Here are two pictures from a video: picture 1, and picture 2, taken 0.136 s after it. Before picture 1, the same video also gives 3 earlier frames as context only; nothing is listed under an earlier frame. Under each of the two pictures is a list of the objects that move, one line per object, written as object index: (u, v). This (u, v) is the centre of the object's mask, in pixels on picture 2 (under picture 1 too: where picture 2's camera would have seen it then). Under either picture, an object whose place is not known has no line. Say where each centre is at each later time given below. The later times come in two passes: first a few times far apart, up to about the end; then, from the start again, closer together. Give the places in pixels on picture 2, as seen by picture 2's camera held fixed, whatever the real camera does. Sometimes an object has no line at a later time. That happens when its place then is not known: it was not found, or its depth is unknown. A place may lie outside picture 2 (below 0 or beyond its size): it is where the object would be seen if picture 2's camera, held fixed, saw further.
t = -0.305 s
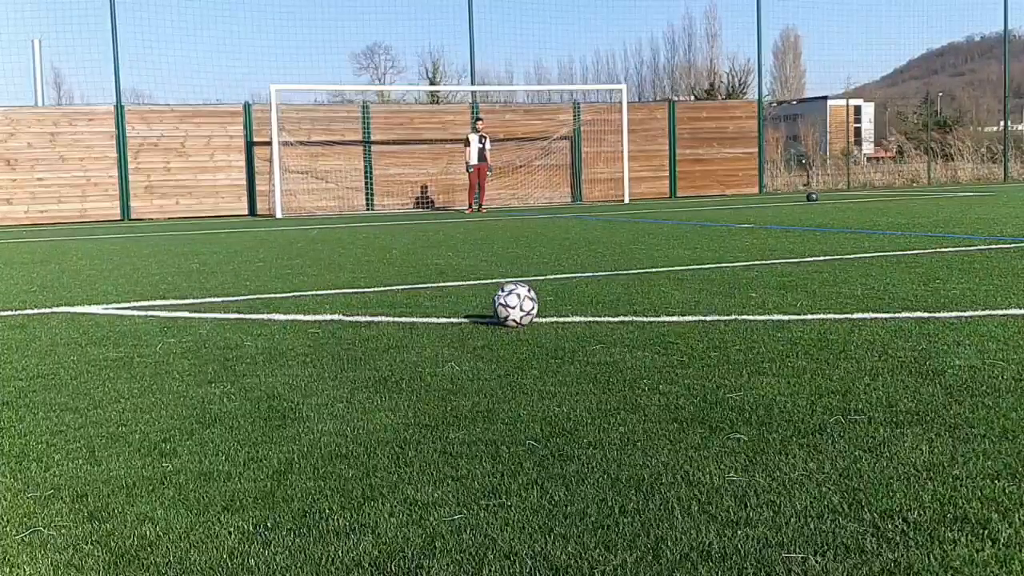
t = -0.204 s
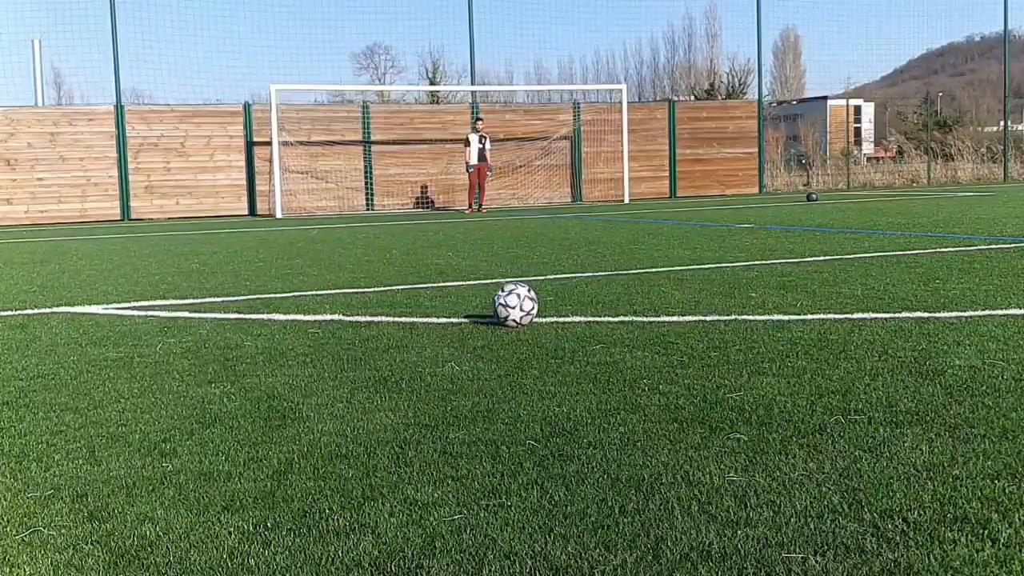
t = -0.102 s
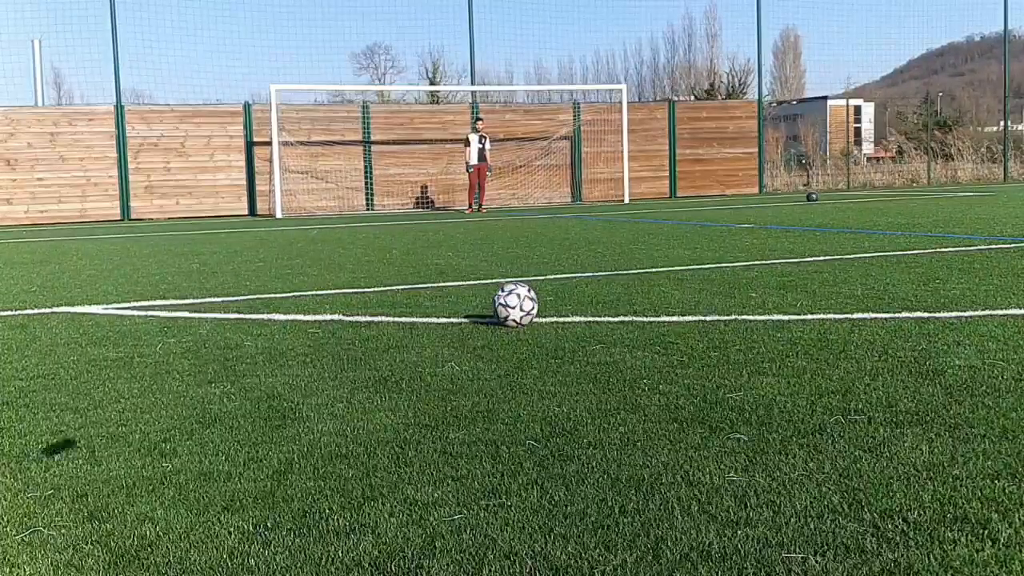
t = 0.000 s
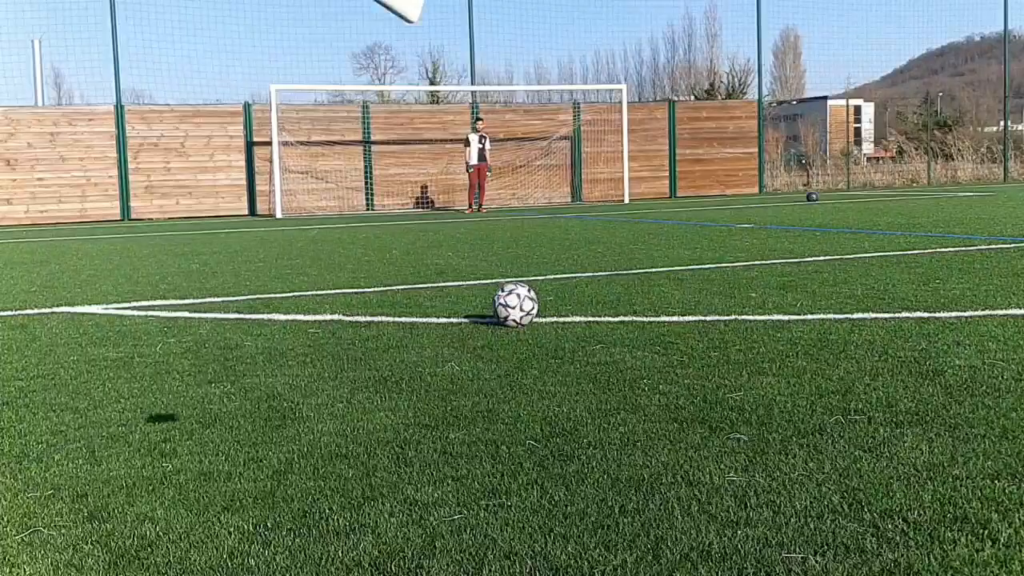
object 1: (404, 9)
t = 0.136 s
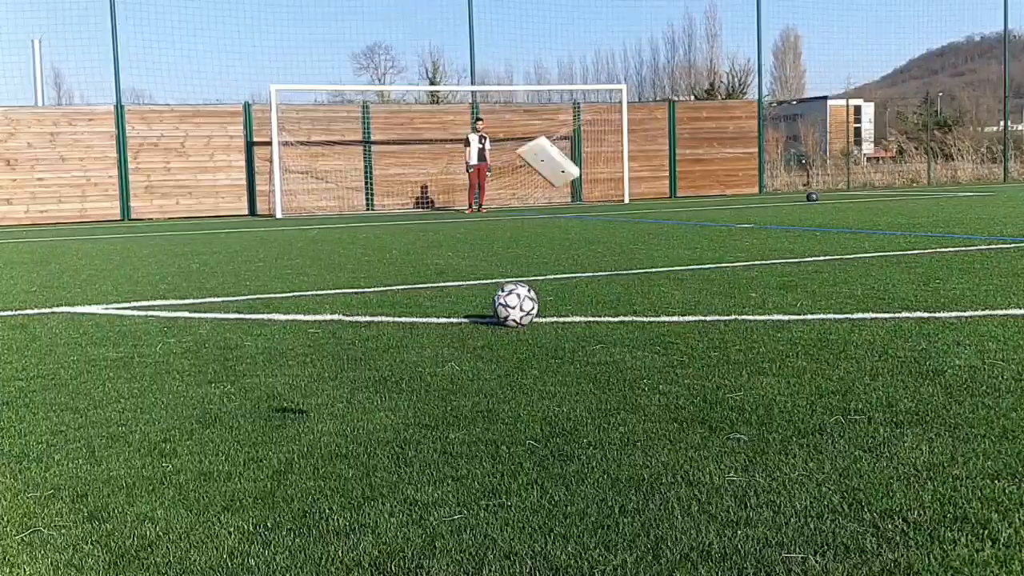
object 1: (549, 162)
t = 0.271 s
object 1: (634, 344)
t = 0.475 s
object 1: (720, 433)
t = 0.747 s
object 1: (790, 424)
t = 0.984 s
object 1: (803, 423)
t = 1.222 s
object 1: (803, 423)
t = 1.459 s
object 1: (803, 423)
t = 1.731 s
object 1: (803, 423)
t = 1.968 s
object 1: (803, 423)
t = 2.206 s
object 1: (803, 423)
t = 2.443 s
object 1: (803, 423)
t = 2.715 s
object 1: (803, 423)
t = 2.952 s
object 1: (803, 423)
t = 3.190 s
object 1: (803, 423)
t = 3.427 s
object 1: (803, 423)
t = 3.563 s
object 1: (803, 423)
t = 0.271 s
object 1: (634, 344)
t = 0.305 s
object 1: (651, 390)
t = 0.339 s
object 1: (668, 435)
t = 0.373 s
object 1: (678, 472)
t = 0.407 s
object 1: (693, 456)
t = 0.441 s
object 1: (707, 442)
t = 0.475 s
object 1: (720, 433)
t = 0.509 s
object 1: (732, 428)
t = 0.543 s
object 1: (743, 428)
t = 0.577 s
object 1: (754, 431)
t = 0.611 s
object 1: (764, 435)
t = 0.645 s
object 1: (771, 427)
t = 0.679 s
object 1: (781, 422)
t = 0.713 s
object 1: (782, 422)
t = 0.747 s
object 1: (790, 424)
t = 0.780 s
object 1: (797, 425)
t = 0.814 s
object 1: (800, 423)
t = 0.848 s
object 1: (802, 423)
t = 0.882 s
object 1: (803, 423)
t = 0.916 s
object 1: (803, 423)
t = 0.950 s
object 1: (803, 423)
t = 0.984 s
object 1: (803, 423)
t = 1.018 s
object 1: (803, 423)
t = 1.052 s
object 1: (803, 423)
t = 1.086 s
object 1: (803, 423)
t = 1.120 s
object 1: (803, 423)
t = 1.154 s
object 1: (803, 423)
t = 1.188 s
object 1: (803, 423)
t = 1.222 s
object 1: (803, 423)
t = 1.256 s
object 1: (803, 423)
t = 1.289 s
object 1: (803, 423)
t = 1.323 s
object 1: (803, 423)
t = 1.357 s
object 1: (803, 423)
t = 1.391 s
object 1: (803, 423)
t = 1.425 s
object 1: (803, 423)
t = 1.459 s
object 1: (803, 423)
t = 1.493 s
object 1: (803, 423)
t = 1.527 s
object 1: (803, 423)
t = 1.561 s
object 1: (803, 423)
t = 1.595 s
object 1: (803, 423)
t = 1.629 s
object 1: (803, 423)
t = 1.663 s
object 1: (803, 423)
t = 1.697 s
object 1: (803, 423)
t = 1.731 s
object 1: (803, 423)
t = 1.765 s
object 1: (803, 423)
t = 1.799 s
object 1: (803, 423)
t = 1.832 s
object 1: (803, 423)
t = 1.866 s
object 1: (803, 423)
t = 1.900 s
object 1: (803, 423)
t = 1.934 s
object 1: (803, 423)
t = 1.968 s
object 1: (803, 423)
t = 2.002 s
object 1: (803, 423)
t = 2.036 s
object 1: (803, 423)
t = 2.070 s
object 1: (803, 423)
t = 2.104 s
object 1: (803, 423)
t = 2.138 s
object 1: (803, 423)
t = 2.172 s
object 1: (803, 423)
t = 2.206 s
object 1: (803, 423)
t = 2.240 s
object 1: (803, 423)
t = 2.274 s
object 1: (803, 423)
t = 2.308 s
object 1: (803, 423)
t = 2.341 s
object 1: (803, 423)
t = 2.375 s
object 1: (803, 423)
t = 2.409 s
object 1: (803, 423)
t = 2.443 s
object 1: (803, 423)
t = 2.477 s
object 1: (803, 423)
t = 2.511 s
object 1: (803, 423)
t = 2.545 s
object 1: (803, 423)
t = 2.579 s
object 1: (803, 423)
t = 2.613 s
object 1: (803, 423)
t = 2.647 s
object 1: (803, 423)
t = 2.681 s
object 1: (803, 423)
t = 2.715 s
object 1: (803, 423)
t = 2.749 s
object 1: (803, 423)
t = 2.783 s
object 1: (803, 423)
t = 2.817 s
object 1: (803, 423)
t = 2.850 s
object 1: (803, 423)
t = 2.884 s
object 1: (803, 423)
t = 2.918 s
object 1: (803, 423)
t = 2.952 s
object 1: (803, 423)
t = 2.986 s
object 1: (803, 423)
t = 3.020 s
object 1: (803, 423)
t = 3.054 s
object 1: (803, 423)
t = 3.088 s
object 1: (803, 423)
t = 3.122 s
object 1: (803, 423)
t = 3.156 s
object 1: (803, 423)
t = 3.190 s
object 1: (803, 423)
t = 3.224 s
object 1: (803, 423)
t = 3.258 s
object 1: (803, 423)
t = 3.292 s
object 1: (803, 423)
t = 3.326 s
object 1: (803, 423)
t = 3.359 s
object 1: (803, 423)
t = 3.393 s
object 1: (803, 423)
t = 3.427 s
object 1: (803, 423)
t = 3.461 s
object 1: (803, 423)
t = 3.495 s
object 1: (803, 423)
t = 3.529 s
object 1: (803, 423)
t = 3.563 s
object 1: (803, 423)
